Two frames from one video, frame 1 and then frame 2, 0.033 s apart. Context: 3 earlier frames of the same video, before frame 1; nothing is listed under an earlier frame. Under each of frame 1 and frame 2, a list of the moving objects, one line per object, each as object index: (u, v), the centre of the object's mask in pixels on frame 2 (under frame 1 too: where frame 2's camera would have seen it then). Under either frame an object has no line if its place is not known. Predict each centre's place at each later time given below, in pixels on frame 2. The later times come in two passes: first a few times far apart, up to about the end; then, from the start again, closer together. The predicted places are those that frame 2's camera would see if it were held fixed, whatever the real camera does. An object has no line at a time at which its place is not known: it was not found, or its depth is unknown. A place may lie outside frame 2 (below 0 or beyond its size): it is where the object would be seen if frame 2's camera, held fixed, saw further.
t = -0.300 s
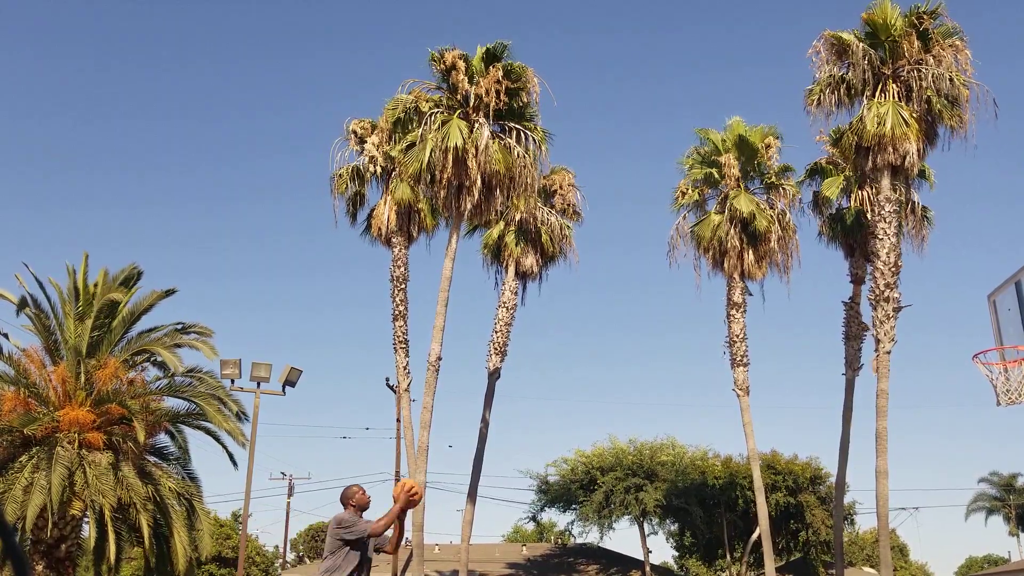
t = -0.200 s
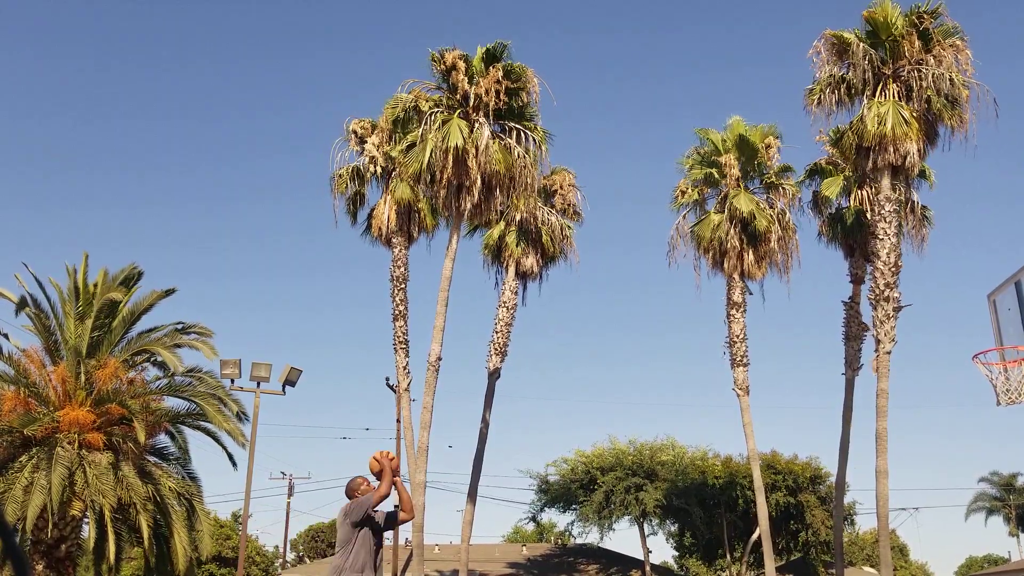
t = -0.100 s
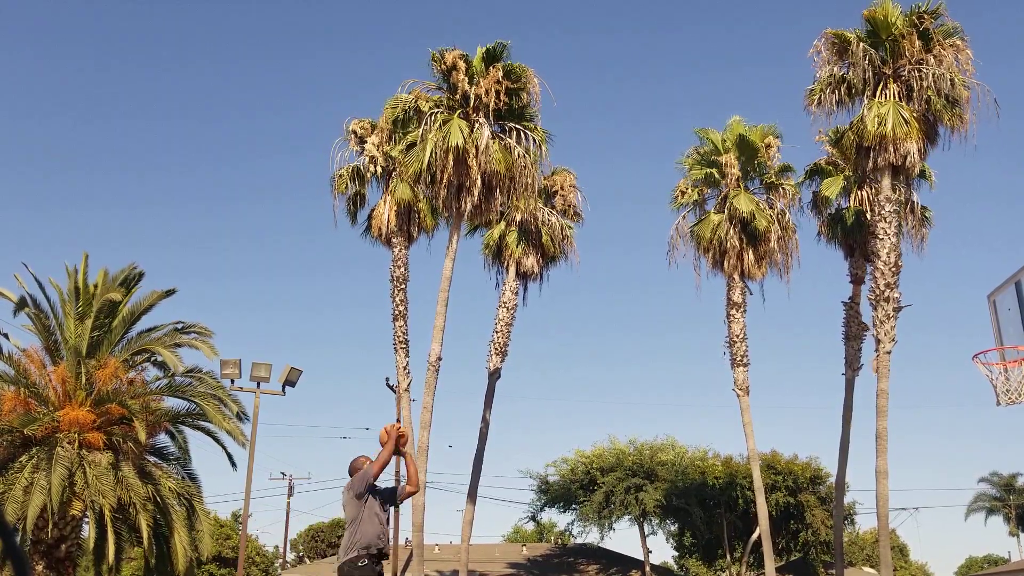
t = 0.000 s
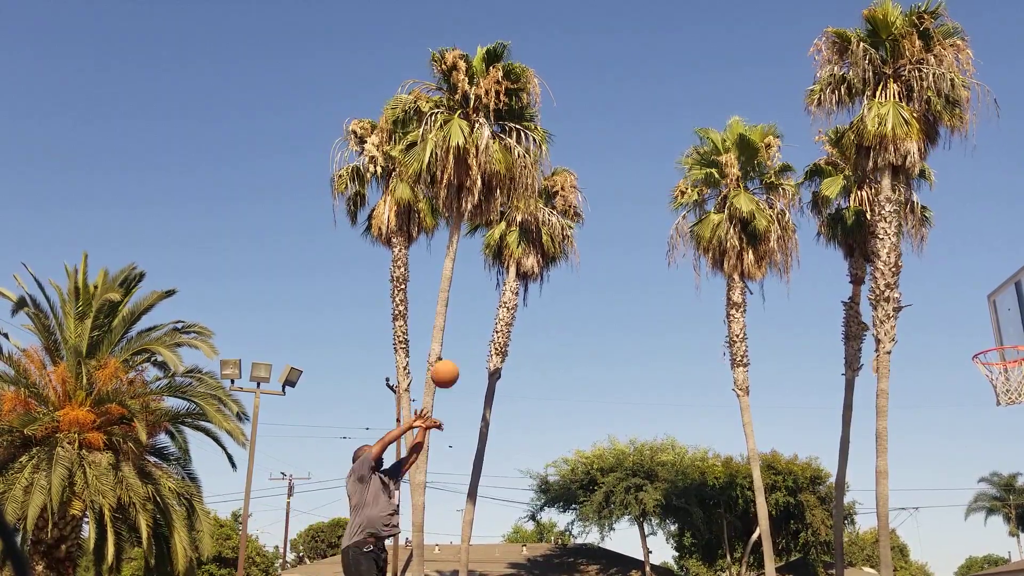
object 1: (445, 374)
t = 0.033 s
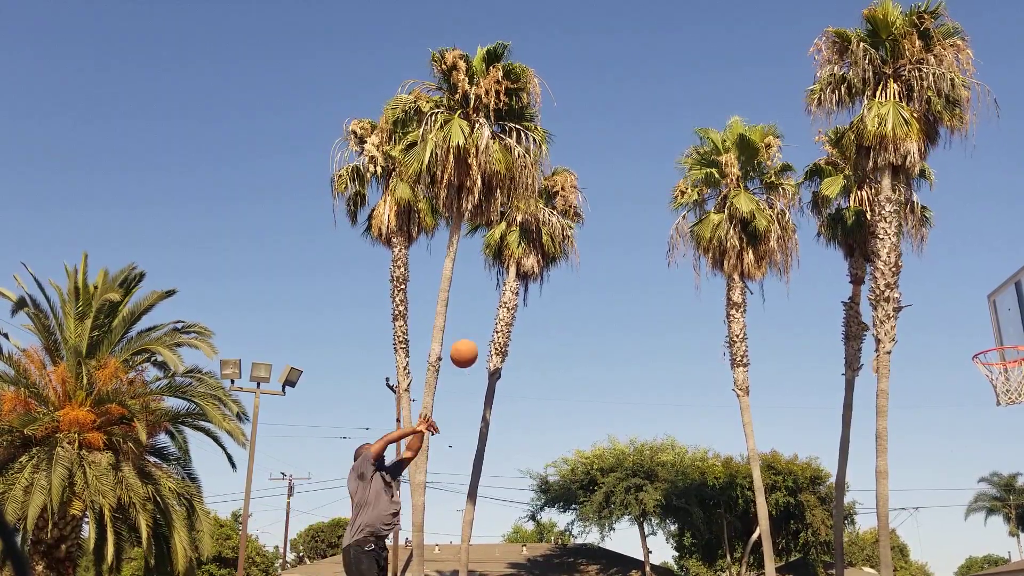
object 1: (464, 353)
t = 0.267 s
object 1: (588, 255)
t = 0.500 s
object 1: (706, 220)
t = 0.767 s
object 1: (843, 249)
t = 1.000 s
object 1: (968, 336)
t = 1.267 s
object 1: (978, 312)
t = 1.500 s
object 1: (923, 324)
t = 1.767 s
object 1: (873, 398)
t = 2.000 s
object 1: (838, 515)
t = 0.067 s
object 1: (482, 335)
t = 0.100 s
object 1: (500, 318)
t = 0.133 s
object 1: (519, 303)
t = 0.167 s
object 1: (536, 289)
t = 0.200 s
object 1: (554, 276)
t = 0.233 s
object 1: (571, 265)
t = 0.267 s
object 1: (588, 255)
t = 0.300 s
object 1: (605, 246)
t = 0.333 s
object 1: (622, 239)
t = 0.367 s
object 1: (639, 234)
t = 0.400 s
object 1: (656, 229)
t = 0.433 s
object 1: (673, 225)
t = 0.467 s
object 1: (689, 222)
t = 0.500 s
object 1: (706, 220)
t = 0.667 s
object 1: (791, 230)
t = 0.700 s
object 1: (809, 236)
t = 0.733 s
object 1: (826, 242)
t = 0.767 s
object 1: (843, 249)
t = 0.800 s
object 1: (861, 259)
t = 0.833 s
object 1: (878, 268)
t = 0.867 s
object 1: (896, 280)
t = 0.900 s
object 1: (914, 292)
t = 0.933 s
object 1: (932, 306)
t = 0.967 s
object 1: (950, 320)
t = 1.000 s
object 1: (968, 336)
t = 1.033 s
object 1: (987, 352)
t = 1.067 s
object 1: (991, 346)
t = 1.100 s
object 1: (994, 336)
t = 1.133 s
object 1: (997, 329)
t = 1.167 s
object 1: (1001, 323)
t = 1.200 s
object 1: (996, 318)
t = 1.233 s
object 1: (986, 314)
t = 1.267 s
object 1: (978, 312)
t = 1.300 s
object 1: (969, 310)
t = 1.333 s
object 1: (961, 310)
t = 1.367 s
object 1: (953, 310)
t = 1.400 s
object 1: (945, 312)
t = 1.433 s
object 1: (937, 315)
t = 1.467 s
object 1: (930, 319)
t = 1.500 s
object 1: (923, 324)
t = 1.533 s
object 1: (917, 330)
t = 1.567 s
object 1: (910, 337)
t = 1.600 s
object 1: (904, 345)
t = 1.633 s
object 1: (897, 353)
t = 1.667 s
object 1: (891, 363)
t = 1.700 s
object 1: (885, 374)
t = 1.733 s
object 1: (879, 385)
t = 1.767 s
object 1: (873, 398)
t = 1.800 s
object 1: (868, 412)
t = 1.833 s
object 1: (863, 426)
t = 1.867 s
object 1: (858, 442)
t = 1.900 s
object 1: (853, 458)
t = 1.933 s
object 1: (848, 476)
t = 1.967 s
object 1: (843, 494)
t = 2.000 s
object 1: (838, 515)
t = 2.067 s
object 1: (829, 557)
